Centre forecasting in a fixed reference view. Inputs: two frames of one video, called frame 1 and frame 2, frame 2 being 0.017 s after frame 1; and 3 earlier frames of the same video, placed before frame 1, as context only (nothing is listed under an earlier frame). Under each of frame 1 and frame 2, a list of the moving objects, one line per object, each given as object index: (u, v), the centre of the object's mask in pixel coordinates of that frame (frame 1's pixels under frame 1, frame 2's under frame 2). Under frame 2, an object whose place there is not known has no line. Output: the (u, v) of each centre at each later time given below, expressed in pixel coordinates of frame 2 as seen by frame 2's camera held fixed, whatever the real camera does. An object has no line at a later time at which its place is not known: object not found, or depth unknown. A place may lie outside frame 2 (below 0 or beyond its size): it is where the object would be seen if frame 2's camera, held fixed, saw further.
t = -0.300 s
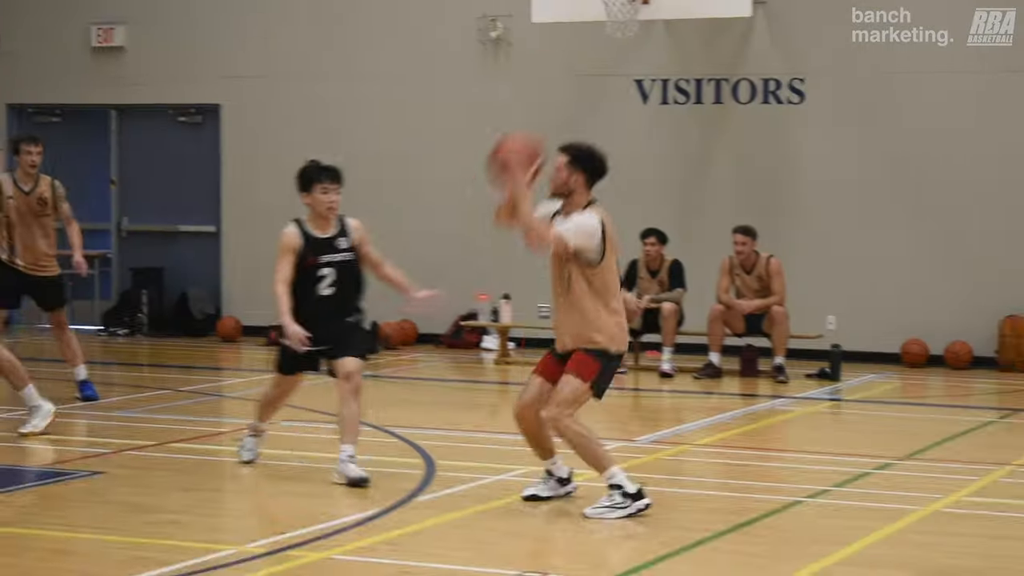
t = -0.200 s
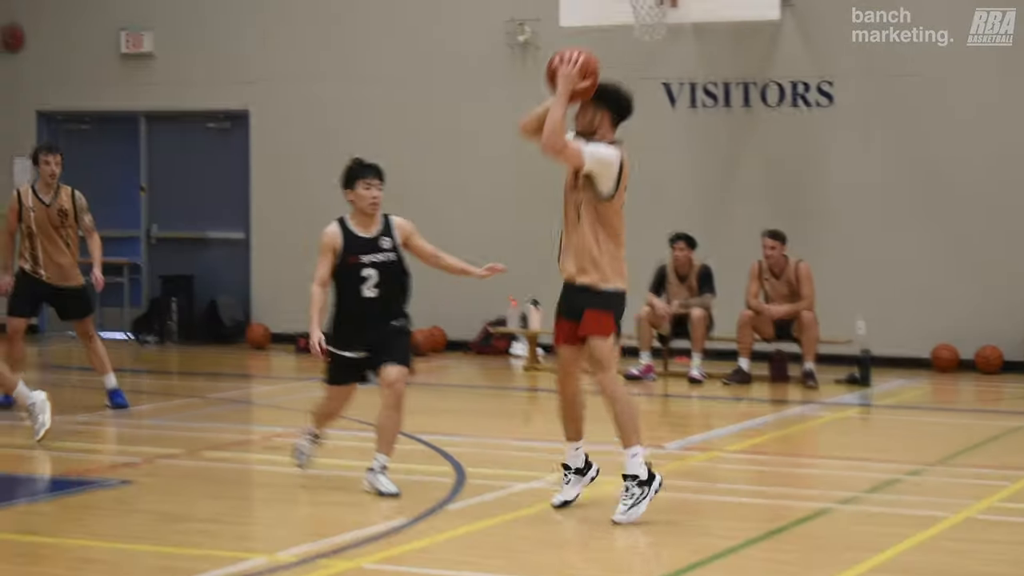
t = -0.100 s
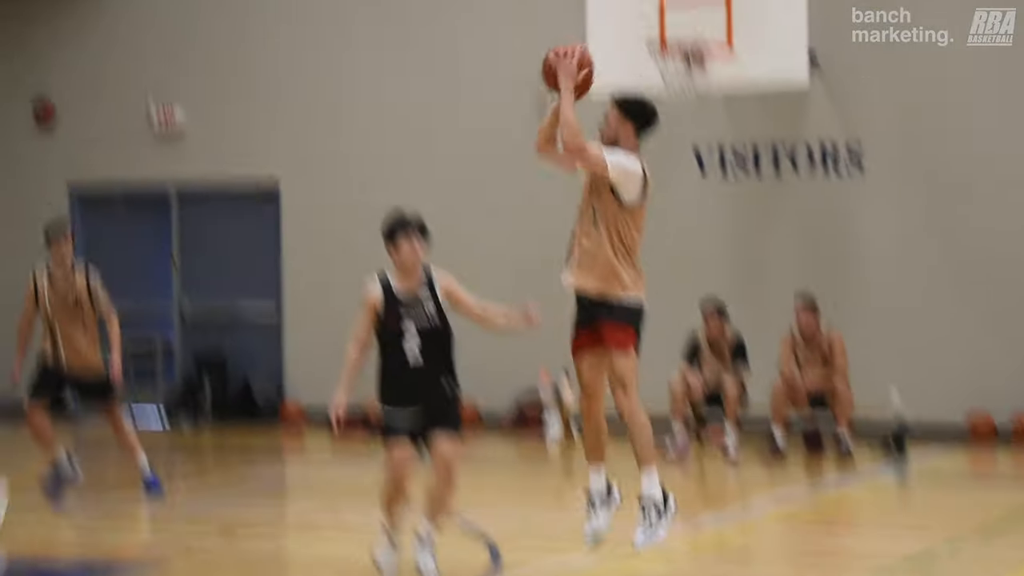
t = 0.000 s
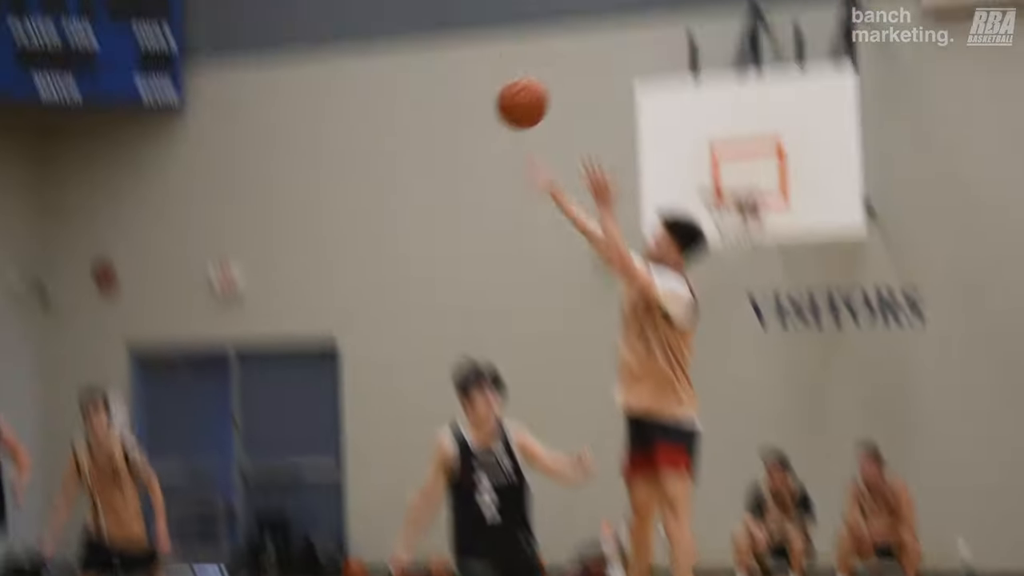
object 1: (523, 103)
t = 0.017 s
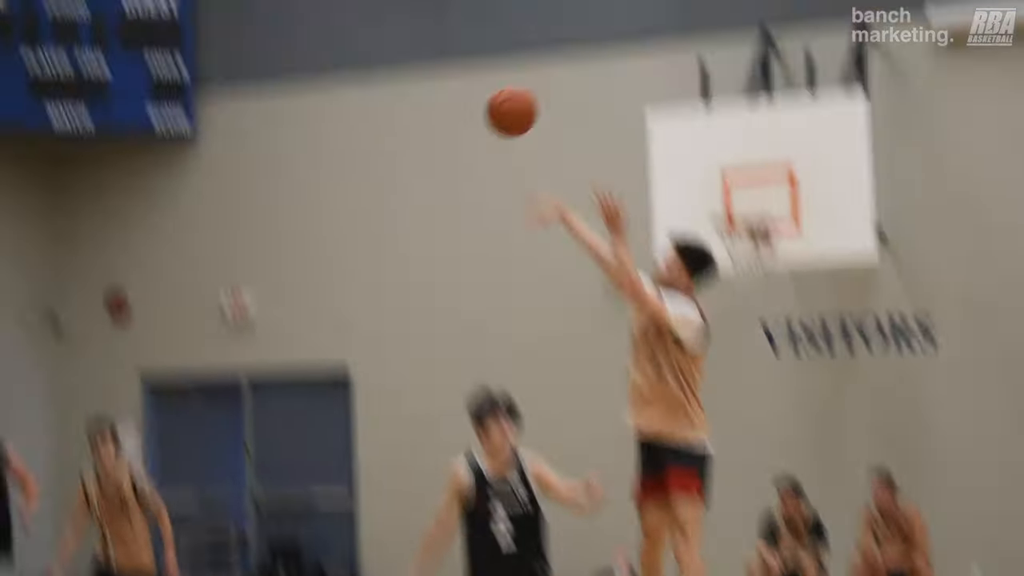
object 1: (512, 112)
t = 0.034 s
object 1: (490, 92)
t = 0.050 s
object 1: (469, 74)
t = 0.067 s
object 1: (448, 56)
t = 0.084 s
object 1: (427, 39)
